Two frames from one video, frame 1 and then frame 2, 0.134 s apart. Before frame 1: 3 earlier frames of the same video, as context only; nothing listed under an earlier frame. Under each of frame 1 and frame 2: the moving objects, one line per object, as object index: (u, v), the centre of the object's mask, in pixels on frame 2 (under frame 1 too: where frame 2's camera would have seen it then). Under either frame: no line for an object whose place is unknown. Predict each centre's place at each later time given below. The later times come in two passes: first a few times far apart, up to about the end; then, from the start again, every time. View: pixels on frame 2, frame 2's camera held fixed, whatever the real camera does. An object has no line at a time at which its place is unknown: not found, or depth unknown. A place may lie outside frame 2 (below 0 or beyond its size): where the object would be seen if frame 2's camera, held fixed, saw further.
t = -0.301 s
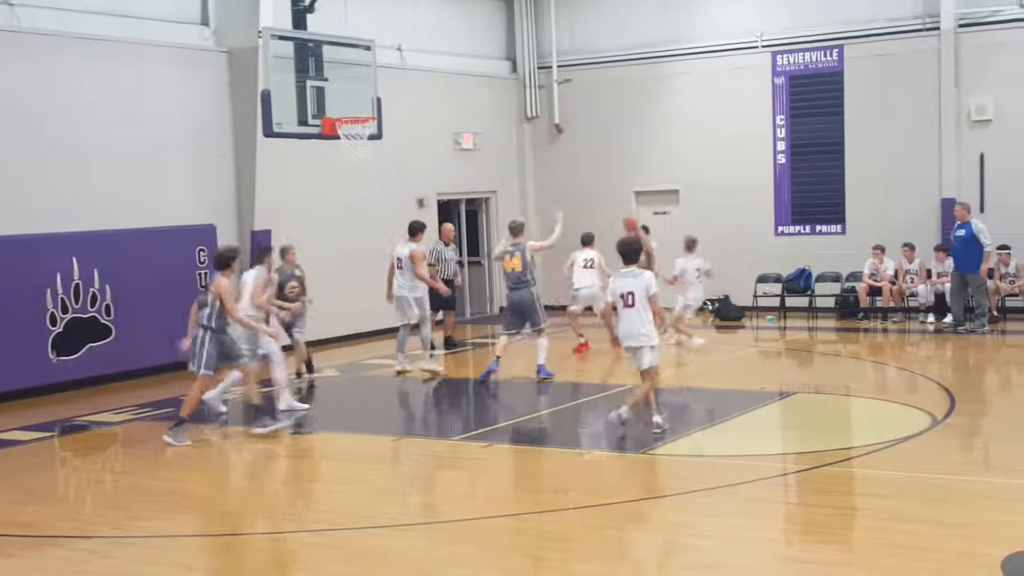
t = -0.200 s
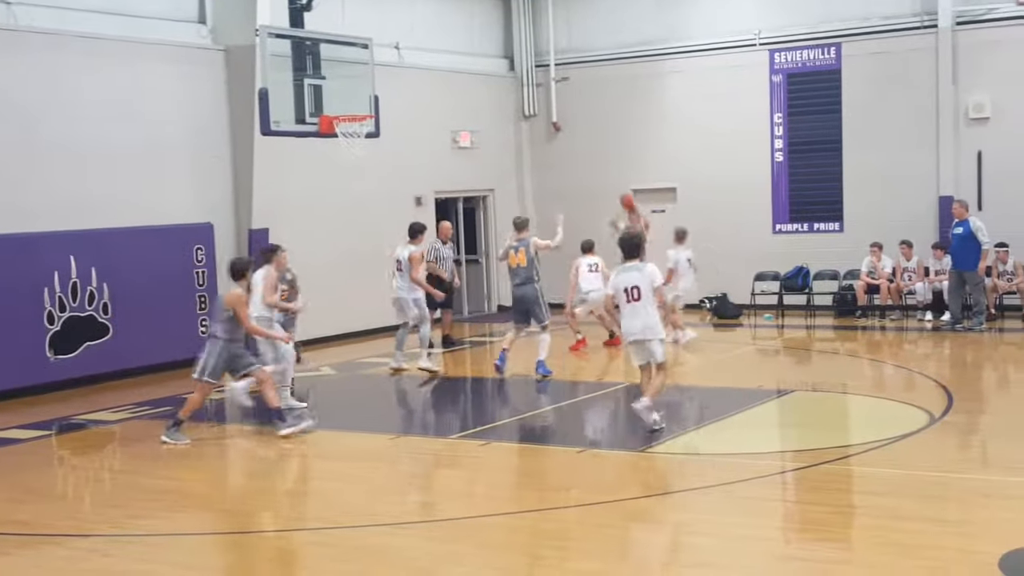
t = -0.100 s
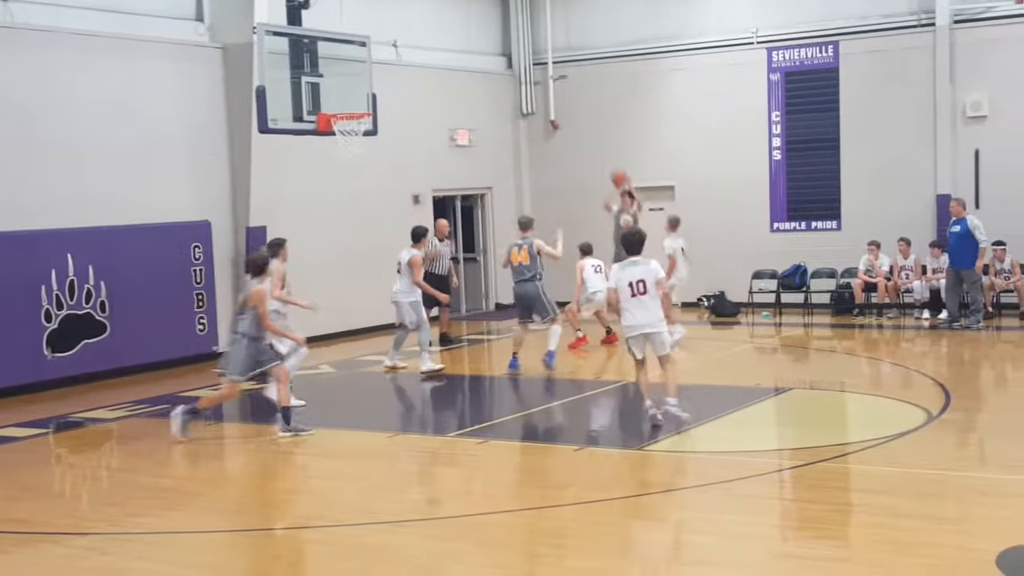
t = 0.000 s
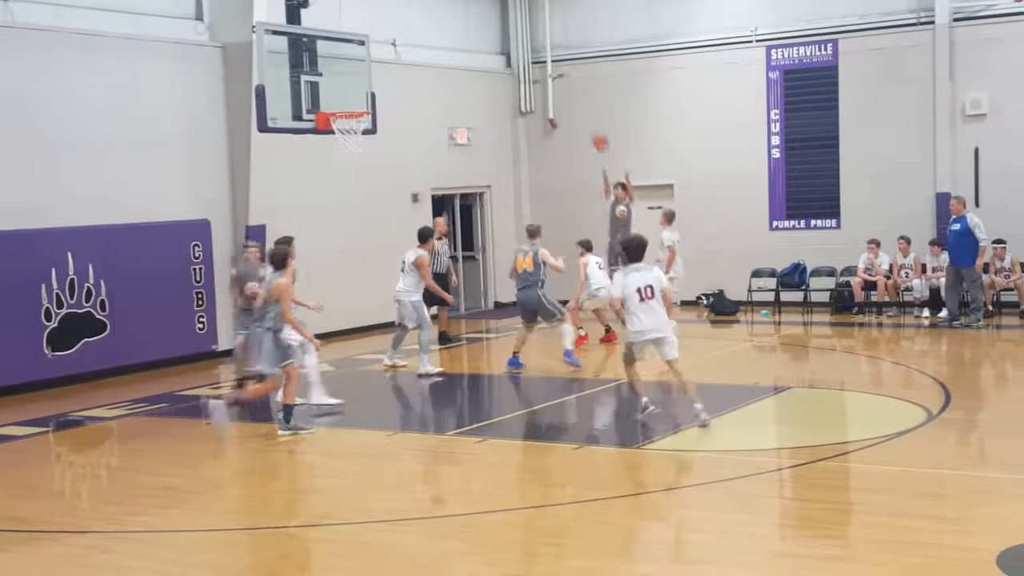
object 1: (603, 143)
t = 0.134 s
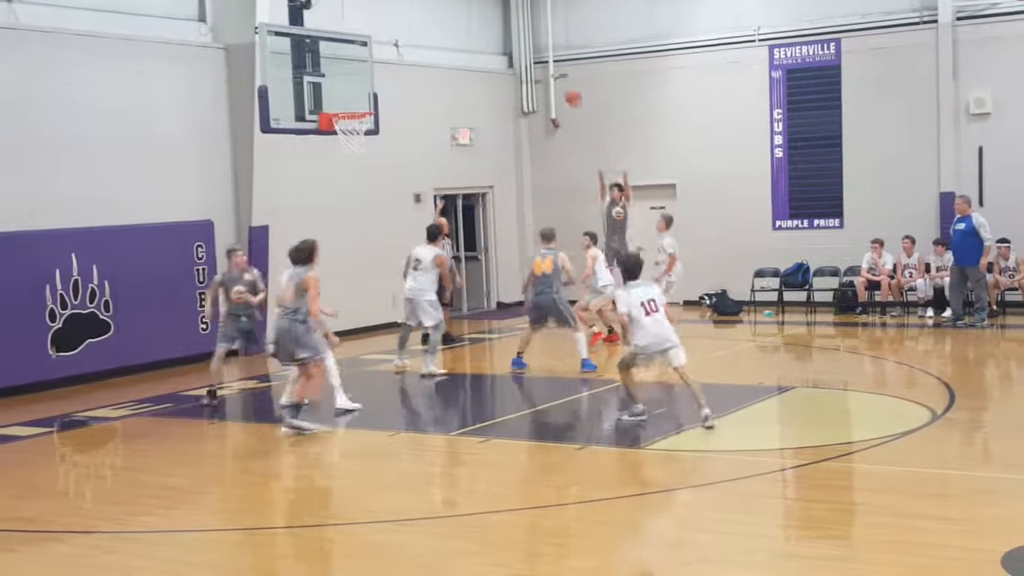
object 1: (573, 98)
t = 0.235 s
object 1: (548, 69)
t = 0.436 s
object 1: (499, 34)
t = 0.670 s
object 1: (437, 30)
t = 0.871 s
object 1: (379, 66)
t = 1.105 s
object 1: (328, 74)
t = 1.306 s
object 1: (326, 53)
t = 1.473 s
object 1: (326, 65)
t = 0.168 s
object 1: (566, 88)
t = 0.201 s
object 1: (556, 79)
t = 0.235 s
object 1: (548, 69)
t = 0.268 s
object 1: (540, 61)
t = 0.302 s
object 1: (533, 54)
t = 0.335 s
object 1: (524, 47)
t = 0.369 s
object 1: (514, 42)
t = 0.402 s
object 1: (508, 38)
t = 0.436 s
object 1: (499, 34)
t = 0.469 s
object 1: (491, 31)
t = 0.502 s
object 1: (483, 29)
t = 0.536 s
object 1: (474, 26)
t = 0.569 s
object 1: (464, 26)
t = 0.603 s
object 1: (456, 27)
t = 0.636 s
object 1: (446, 28)
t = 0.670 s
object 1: (437, 30)
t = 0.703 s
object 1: (428, 33)
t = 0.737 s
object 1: (419, 39)
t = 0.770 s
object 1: (409, 44)
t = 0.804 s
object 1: (401, 50)
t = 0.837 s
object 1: (391, 57)
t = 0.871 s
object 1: (379, 66)
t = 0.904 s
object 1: (370, 76)
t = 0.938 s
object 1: (359, 87)
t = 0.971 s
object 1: (350, 98)
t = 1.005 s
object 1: (341, 103)
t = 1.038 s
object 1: (335, 92)
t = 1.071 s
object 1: (329, 80)
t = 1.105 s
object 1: (328, 74)
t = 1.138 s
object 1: (328, 67)
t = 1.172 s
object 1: (328, 62)
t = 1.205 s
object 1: (327, 58)
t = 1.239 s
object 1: (327, 55)
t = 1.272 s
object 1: (326, 54)
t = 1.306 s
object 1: (326, 53)
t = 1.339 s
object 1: (326, 53)
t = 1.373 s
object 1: (326, 54)
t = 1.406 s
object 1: (326, 56)
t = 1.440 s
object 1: (326, 60)
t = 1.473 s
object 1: (326, 65)
